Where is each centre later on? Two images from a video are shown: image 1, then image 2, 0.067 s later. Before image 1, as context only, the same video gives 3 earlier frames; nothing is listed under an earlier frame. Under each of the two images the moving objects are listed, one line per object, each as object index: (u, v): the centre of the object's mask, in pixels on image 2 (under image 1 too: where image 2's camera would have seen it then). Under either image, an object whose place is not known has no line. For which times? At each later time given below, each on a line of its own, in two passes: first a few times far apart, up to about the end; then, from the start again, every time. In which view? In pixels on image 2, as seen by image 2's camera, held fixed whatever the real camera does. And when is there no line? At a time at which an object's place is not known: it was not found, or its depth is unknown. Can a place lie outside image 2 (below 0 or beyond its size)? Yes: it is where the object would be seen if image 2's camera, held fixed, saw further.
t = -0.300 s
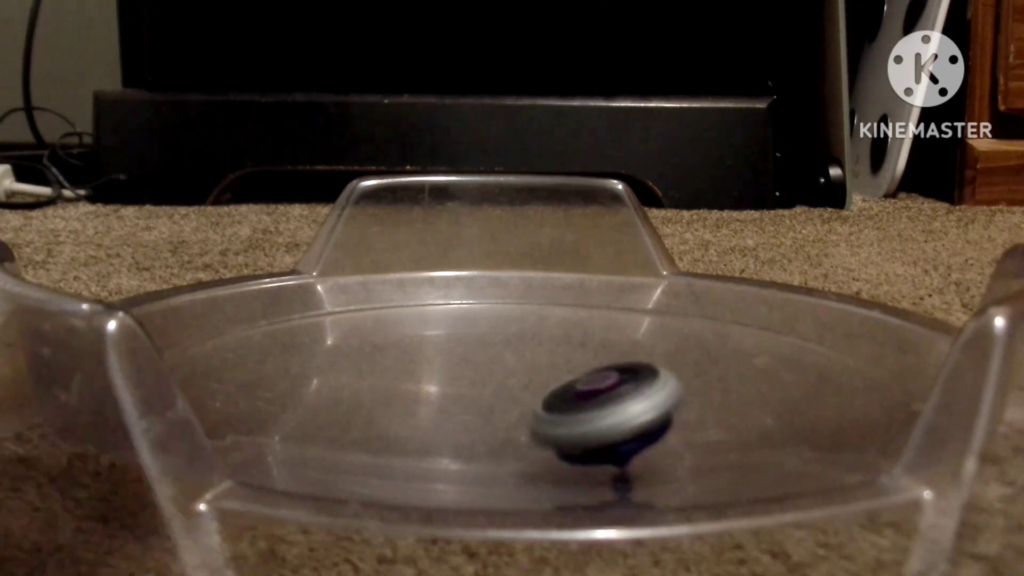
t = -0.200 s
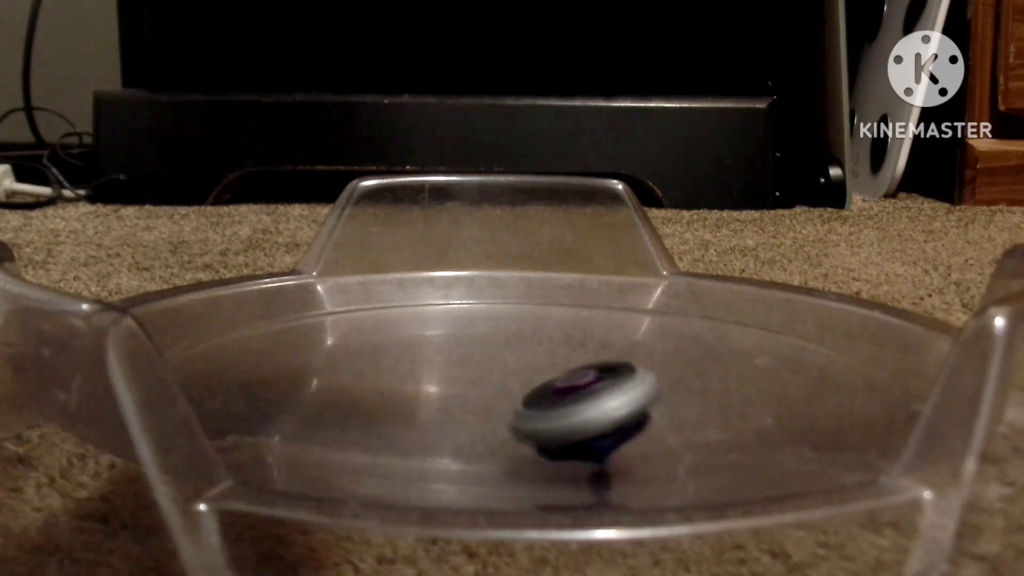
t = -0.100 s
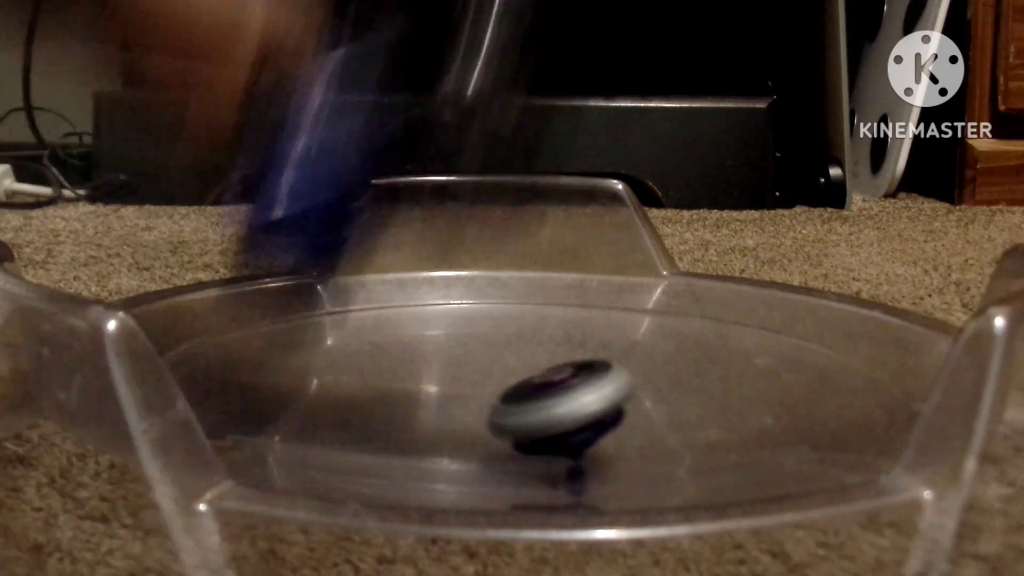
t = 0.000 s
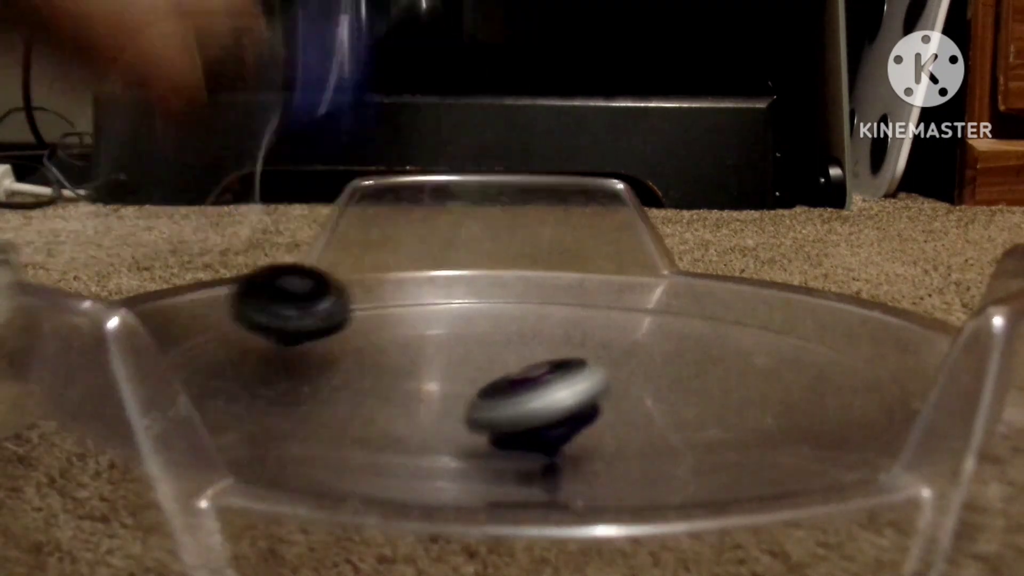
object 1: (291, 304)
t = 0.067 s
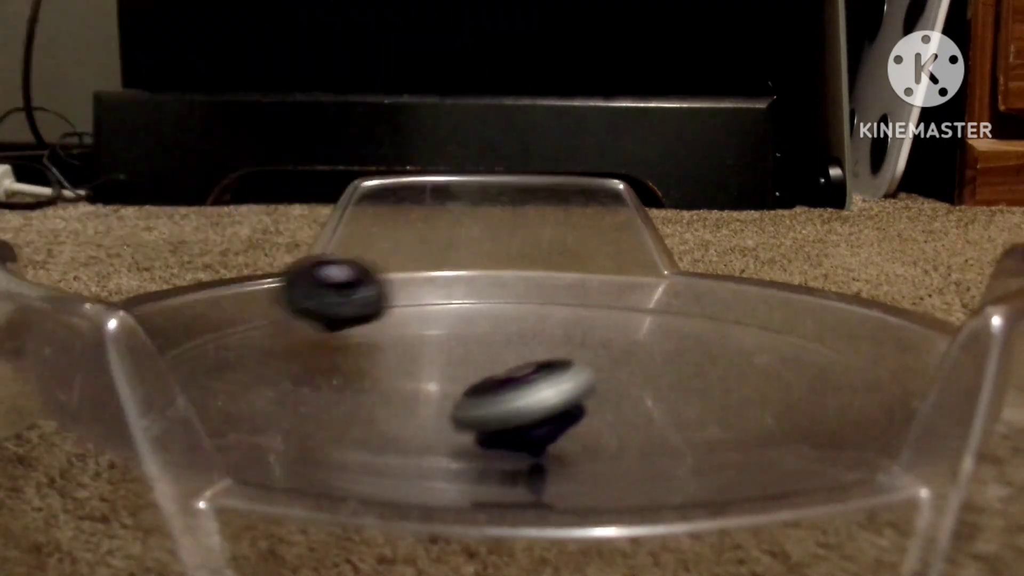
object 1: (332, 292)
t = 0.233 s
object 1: (449, 305)
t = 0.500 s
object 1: (601, 366)
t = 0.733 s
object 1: (731, 381)
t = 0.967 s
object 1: (754, 355)
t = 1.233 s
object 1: (656, 336)
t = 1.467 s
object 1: (588, 367)
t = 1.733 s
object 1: (624, 395)
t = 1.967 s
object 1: (723, 389)
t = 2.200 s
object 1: (752, 381)
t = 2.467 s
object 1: (672, 395)
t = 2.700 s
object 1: (597, 411)
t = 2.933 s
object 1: (597, 425)
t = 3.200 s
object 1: (619, 430)
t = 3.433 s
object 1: (591, 429)
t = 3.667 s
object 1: (529, 424)
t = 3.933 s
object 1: (460, 426)
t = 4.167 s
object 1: (418, 424)
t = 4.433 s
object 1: (403, 419)
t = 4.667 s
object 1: (396, 410)
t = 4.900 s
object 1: (378, 398)
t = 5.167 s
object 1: (354, 385)
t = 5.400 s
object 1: (353, 375)
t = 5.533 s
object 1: (360, 371)
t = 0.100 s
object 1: (357, 290)
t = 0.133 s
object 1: (382, 291)
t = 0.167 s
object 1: (404, 293)
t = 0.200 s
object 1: (427, 298)
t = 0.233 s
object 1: (449, 305)
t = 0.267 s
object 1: (468, 311)
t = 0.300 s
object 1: (487, 320)
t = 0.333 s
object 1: (506, 329)
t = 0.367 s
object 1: (524, 336)
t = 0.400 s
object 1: (545, 344)
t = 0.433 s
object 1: (564, 351)
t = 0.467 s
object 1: (583, 360)
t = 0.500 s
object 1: (601, 366)
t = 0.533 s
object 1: (619, 373)
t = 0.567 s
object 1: (638, 378)
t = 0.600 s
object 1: (658, 381)
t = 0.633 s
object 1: (678, 383)
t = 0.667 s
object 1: (698, 383)
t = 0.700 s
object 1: (715, 383)
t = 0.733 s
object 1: (731, 381)
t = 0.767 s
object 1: (744, 379)
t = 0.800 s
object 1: (754, 377)
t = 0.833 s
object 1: (761, 373)
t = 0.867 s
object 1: (764, 370)
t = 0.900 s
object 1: (764, 365)
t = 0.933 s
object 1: (761, 361)
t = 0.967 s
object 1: (754, 355)
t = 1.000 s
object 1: (744, 350)
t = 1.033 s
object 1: (732, 344)
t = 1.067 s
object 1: (720, 340)
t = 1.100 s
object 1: (707, 336)
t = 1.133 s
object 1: (694, 334)
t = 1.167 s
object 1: (681, 333)
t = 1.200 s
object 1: (668, 334)
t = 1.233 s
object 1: (656, 336)
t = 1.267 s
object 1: (643, 338)
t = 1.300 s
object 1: (632, 341)
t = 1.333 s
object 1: (621, 345)
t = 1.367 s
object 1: (610, 350)
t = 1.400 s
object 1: (601, 356)
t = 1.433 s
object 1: (594, 361)
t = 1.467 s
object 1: (588, 367)
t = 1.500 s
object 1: (584, 372)
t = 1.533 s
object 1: (582, 377)
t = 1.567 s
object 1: (583, 381)
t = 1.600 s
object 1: (586, 385)
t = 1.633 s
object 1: (592, 389)
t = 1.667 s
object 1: (601, 391)
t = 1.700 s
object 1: (612, 393)
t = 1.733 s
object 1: (624, 395)
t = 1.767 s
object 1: (639, 395)
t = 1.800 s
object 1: (654, 395)
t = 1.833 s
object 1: (669, 395)
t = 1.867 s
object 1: (684, 394)
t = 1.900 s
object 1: (698, 392)
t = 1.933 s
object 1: (711, 391)
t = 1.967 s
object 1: (723, 389)
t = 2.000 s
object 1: (733, 387)
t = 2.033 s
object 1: (742, 385)
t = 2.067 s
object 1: (748, 383)
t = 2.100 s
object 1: (752, 382)
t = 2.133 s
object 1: (755, 382)
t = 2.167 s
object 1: (755, 381)
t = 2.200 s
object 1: (752, 381)
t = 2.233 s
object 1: (747, 382)
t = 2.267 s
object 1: (741, 383)
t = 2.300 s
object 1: (732, 384)
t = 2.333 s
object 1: (722, 386)
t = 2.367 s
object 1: (711, 388)
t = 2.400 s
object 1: (699, 390)
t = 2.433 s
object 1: (685, 393)
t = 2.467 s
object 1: (672, 395)
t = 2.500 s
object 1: (658, 398)
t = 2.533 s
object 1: (645, 400)
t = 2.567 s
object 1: (632, 403)
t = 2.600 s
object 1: (621, 405)
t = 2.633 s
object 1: (612, 407)
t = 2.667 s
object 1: (604, 409)
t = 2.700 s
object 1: (597, 411)
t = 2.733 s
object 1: (592, 413)
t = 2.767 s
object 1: (590, 416)
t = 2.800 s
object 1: (589, 418)
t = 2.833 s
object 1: (589, 420)
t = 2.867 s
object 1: (591, 422)
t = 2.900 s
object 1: (593, 423)
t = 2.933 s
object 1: (597, 425)
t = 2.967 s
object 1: (601, 427)
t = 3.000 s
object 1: (605, 427)
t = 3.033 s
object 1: (609, 428)
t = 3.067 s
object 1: (613, 429)
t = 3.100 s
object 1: (616, 429)
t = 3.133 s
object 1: (618, 429)
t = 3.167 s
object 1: (619, 430)
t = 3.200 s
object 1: (619, 430)
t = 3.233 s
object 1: (618, 430)
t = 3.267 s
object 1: (616, 429)
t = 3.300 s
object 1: (613, 429)
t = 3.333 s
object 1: (609, 429)
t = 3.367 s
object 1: (603, 429)
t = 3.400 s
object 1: (598, 429)
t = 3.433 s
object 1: (591, 429)
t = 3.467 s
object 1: (584, 429)
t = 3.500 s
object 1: (577, 429)
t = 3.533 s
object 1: (568, 429)
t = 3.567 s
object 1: (560, 428)
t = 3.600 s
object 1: (549, 427)
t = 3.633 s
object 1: (536, 424)
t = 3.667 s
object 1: (529, 424)
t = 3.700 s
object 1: (521, 425)
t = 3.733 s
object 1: (512, 424)
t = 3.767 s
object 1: (502, 426)
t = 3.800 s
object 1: (493, 426)
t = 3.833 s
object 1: (486, 425)
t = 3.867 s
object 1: (478, 425)
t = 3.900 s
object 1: (469, 426)
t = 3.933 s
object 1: (460, 426)
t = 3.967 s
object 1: (452, 426)
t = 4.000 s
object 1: (446, 425)
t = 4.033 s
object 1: (440, 425)
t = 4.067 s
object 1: (433, 425)
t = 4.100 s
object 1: (427, 425)
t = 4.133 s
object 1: (422, 425)
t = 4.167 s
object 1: (418, 424)
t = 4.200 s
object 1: (415, 424)
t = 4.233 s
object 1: (412, 423)
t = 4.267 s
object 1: (410, 423)
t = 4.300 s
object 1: (408, 422)
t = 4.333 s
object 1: (407, 422)
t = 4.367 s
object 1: (405, 421)
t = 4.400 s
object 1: (404, 420)
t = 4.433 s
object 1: (403, 419)
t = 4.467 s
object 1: (402, 418)
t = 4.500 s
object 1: (401, 417)
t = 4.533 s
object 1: (400, 416)
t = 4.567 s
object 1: (400, 415)
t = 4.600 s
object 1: (399, 413)
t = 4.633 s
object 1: (397, 412)
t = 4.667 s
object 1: (396, 410)
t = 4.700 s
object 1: (394, 409)
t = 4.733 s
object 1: (391, 407)
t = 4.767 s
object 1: (389, 406)
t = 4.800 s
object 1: (386, 404)
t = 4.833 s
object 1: (384, 402)
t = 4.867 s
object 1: (381, 400)
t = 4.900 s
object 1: (378, 398)
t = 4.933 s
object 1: (374, 397)
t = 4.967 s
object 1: (371, 395)
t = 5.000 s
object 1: (367, 393)
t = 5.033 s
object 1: (364, 391)
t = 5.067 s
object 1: (361, 390)
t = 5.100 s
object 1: (359, 388)
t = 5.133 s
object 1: (356, 386)
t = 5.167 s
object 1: (354, 385)
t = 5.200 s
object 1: (353, 383)
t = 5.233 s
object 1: (351, 381)
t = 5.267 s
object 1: (351, 380)
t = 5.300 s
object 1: (350, 378)
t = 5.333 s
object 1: (351, 377)
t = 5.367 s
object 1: (352, 376)
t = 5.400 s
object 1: (353, 375)
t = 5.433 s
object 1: (355, 374)
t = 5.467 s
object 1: (356, 373)
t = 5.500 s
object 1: (358, 372)
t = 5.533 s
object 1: (360, 371)
